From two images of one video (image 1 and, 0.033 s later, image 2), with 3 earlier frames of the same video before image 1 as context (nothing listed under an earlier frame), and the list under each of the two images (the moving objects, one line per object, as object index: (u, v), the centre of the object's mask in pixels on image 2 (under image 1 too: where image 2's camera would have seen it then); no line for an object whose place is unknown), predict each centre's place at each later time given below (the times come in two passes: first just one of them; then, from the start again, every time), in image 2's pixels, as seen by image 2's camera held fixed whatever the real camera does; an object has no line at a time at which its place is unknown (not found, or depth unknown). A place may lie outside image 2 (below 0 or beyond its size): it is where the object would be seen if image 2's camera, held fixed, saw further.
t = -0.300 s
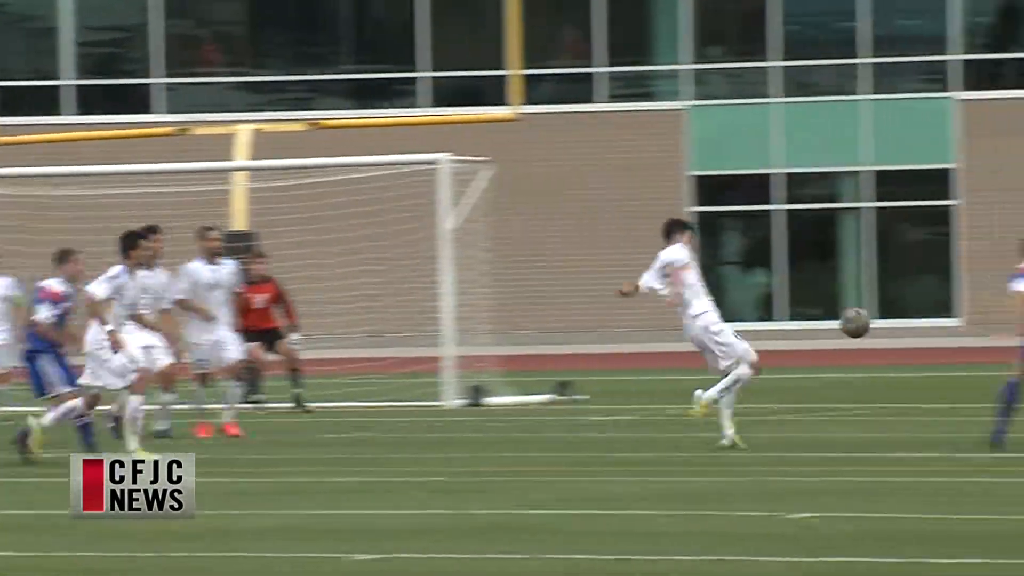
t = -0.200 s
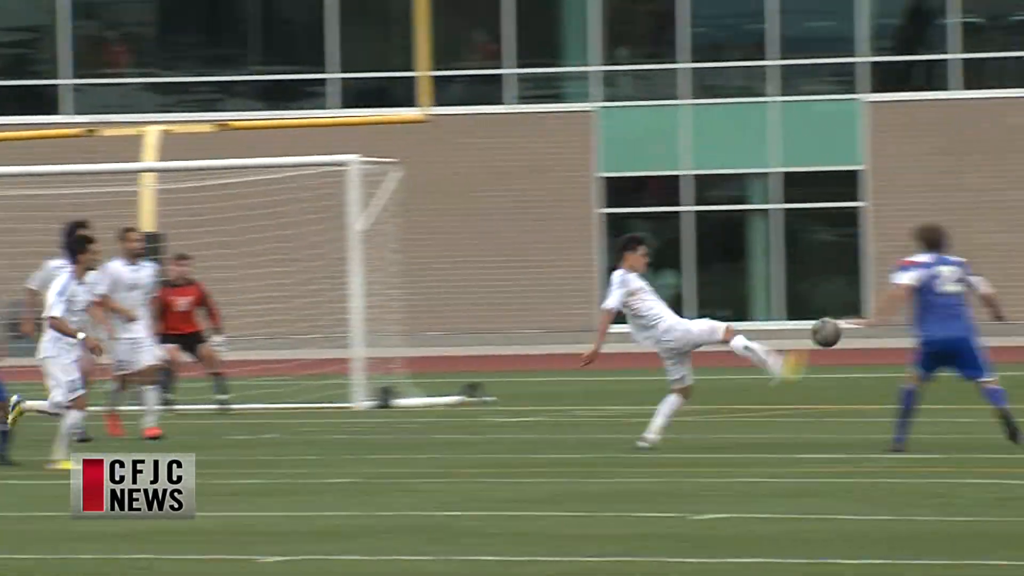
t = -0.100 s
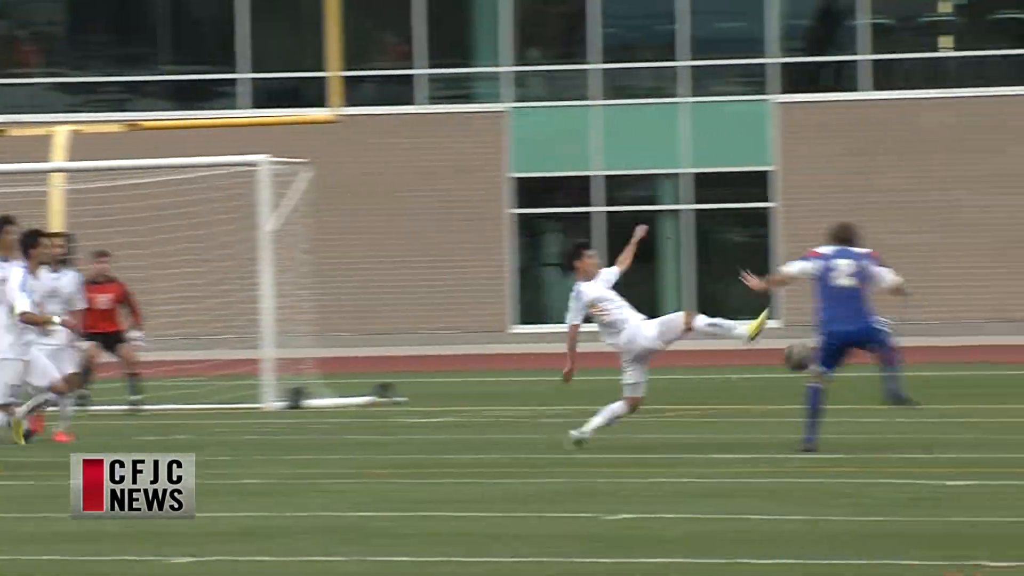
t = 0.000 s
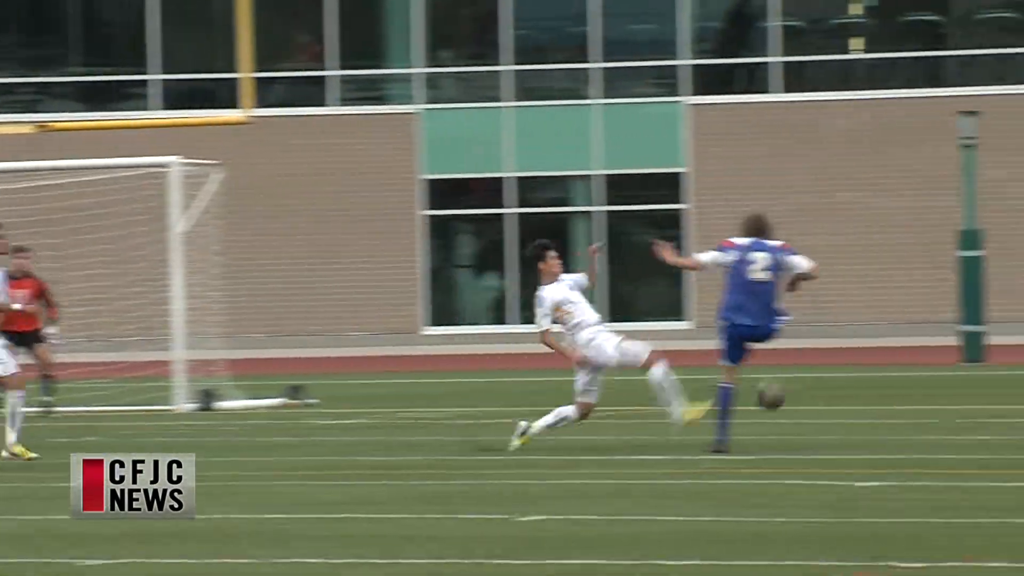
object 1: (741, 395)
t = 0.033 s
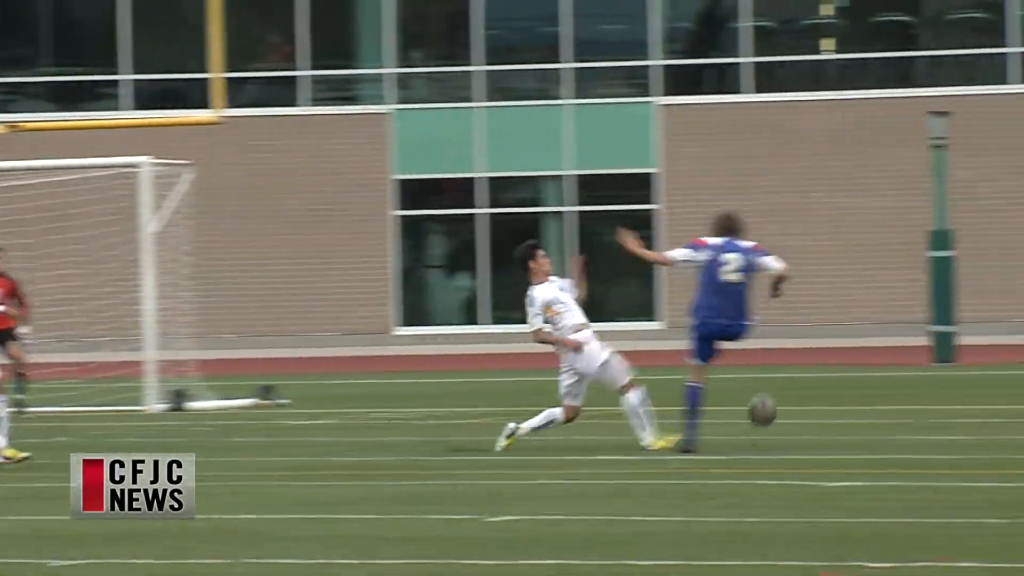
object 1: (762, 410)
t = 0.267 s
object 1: (912, 390)
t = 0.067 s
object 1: (783, 428)
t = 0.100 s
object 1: (804, 437)
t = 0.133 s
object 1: (827, 425)
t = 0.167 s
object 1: (848, 413)
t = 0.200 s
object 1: (869, 403)
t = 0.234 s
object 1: (891, 396)
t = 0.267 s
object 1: (912, 390)
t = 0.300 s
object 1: (934, 385)
